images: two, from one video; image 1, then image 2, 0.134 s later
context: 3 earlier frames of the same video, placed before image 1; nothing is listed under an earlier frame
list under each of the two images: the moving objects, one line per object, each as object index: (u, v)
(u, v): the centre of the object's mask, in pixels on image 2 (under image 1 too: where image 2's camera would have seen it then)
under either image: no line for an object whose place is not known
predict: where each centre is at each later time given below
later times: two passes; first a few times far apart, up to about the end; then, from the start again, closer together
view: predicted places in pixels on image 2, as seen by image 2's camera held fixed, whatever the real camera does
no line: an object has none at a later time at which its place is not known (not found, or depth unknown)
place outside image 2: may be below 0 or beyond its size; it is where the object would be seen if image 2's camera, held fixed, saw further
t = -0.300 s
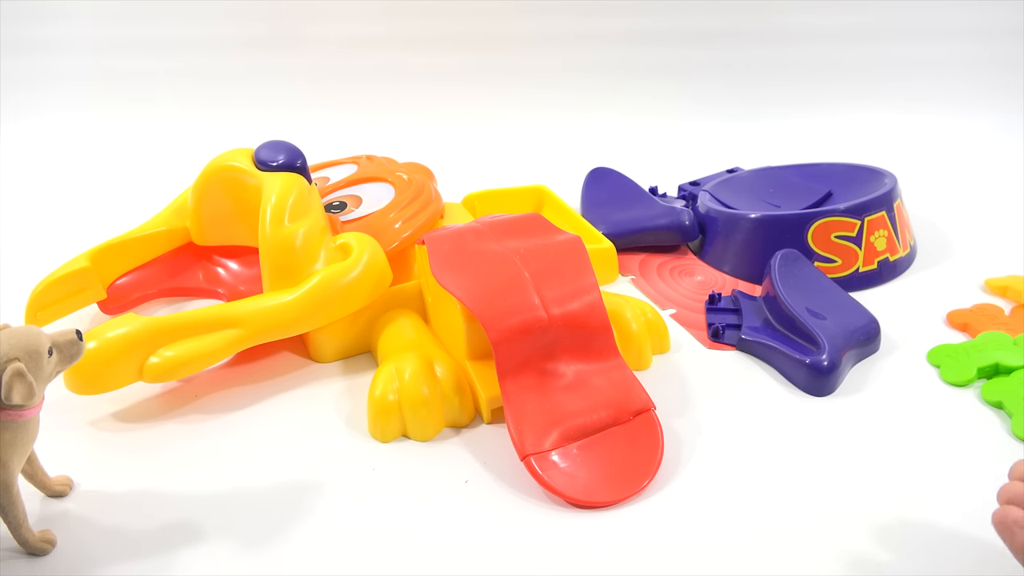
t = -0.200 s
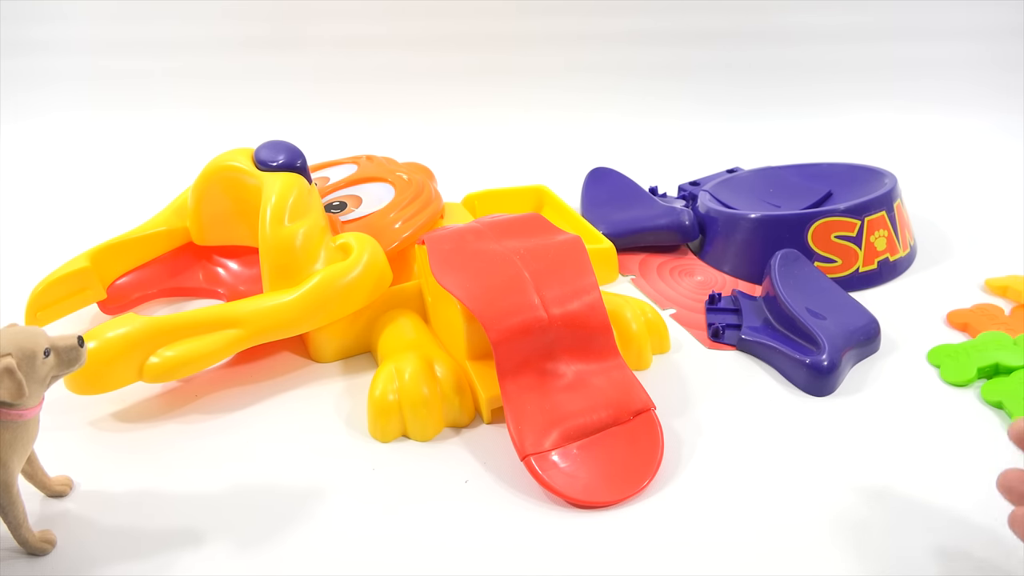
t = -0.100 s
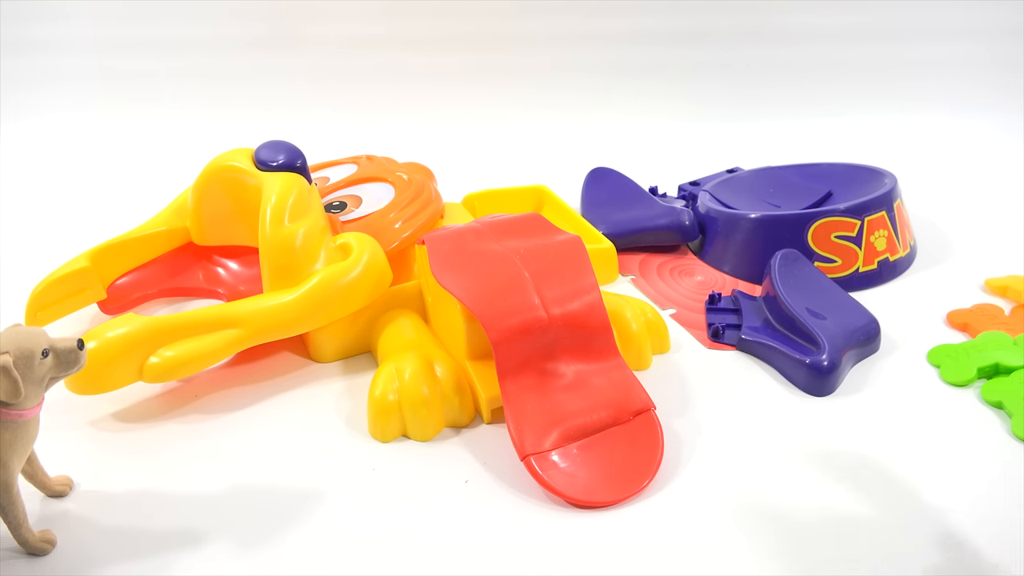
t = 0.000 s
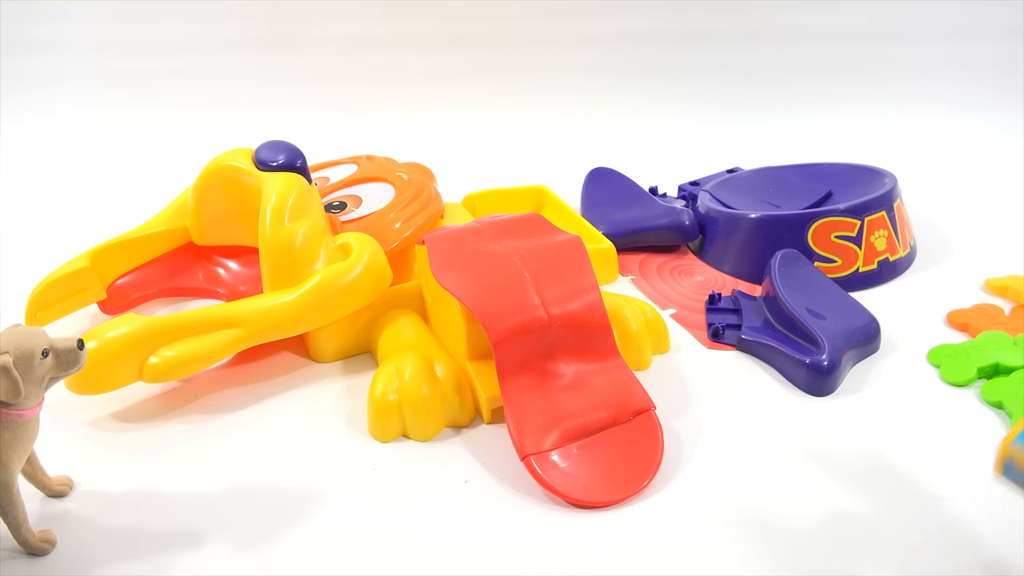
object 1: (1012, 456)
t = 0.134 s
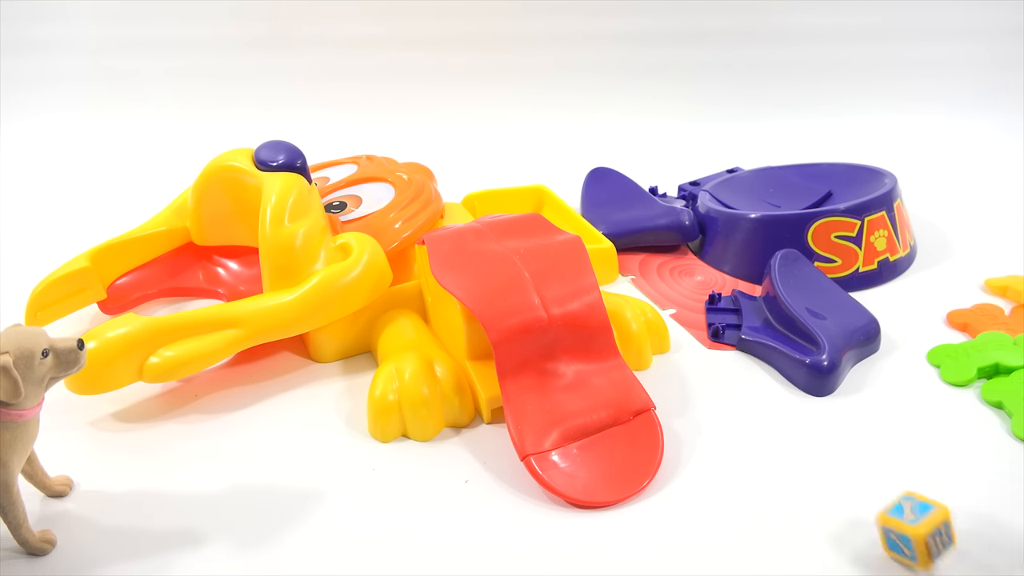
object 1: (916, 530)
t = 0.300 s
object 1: (791, 503)
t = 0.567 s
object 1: (707, 481)
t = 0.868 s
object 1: (707, 481)
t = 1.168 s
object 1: (707, 481)
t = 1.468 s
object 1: (707, 481)
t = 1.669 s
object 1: (707, 481)
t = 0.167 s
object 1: (895, 506)
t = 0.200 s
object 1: (869, 497)
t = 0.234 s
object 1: (839, 504)
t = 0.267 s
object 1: (809, 517)
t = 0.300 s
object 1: (791, 503)
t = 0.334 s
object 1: (770, 502)
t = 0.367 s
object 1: (752, 494)
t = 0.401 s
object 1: (736, 491)
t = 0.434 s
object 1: (724, 486)
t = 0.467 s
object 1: (714, 484)
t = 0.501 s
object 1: (709, 481)
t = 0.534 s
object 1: (707, 480)
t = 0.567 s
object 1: (707, 481)
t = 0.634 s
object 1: (707, 481)
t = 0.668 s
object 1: (707, 481)
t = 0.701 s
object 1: (707, 481)
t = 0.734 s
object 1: (707, 481)
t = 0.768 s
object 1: (707, 481)
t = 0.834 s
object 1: (707, 481)
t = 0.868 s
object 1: (707, 481)
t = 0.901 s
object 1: (707, 481)
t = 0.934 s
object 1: (707, 481)
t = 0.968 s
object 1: (707, 481)
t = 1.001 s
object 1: (707, 481)
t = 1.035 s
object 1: (707, 481)
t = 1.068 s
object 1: (707, 481)
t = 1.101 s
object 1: (707, 481)
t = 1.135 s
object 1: (707, 481)
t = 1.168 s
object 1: (707, 481)
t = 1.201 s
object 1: (707, 481)
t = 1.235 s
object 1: (707, 481)
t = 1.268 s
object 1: (707, 481)
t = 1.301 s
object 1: (707, 481)
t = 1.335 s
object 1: (707, 481)
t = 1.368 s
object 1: (707, 481)
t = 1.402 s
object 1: (707, 481)
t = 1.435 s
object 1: (707, 481)
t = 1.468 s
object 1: (707, 481)
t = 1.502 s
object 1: (707, 481)
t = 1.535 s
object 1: (707, 481)
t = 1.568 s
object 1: (707, 481)
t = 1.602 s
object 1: (707, 481)
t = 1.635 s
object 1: (707, 481)
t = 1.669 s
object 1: (707, 481)
